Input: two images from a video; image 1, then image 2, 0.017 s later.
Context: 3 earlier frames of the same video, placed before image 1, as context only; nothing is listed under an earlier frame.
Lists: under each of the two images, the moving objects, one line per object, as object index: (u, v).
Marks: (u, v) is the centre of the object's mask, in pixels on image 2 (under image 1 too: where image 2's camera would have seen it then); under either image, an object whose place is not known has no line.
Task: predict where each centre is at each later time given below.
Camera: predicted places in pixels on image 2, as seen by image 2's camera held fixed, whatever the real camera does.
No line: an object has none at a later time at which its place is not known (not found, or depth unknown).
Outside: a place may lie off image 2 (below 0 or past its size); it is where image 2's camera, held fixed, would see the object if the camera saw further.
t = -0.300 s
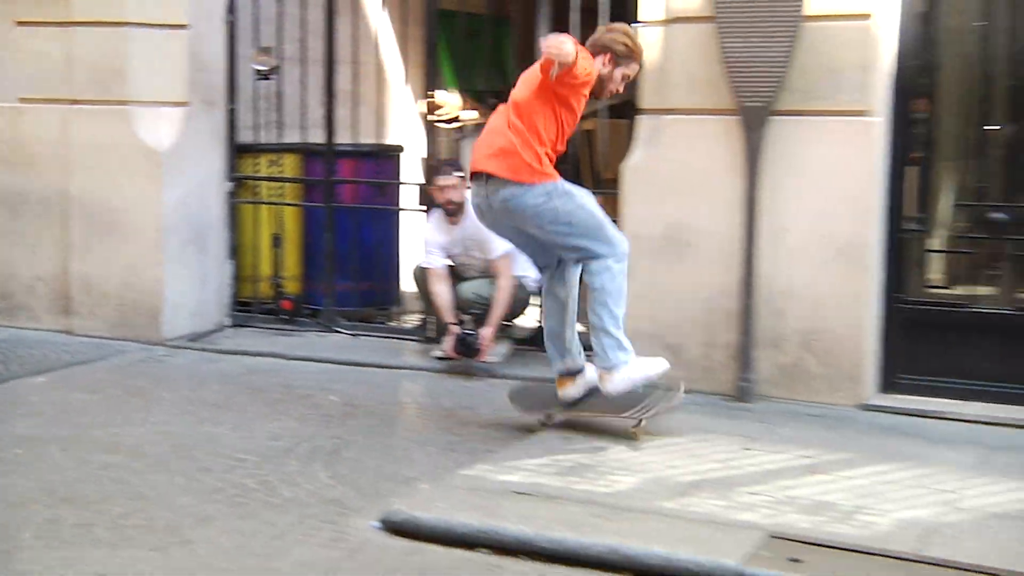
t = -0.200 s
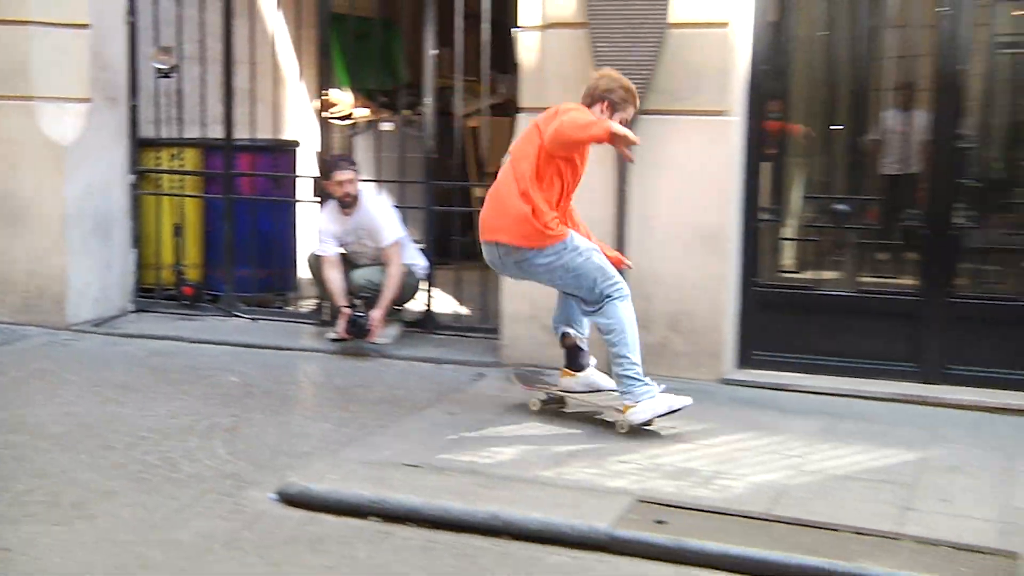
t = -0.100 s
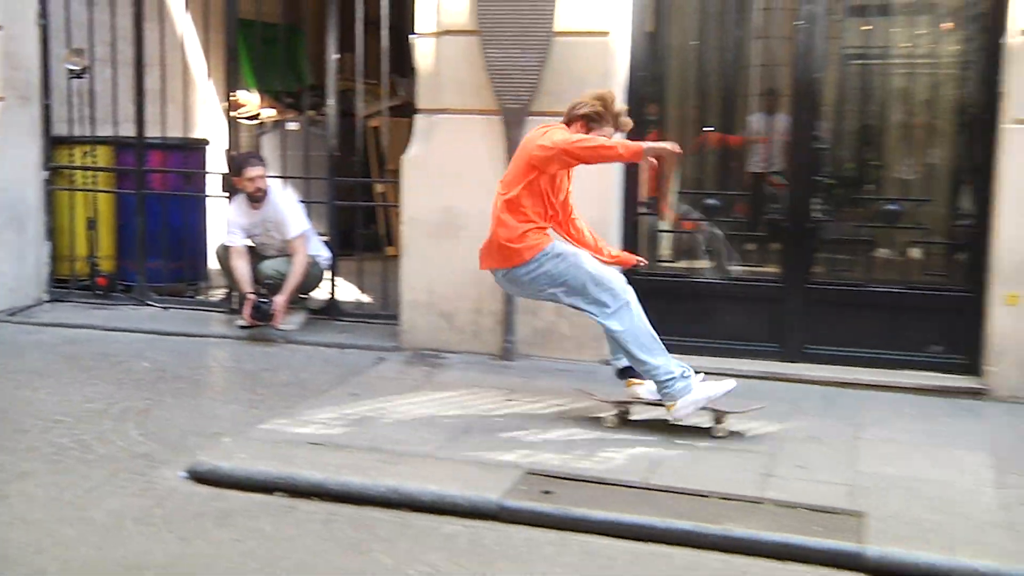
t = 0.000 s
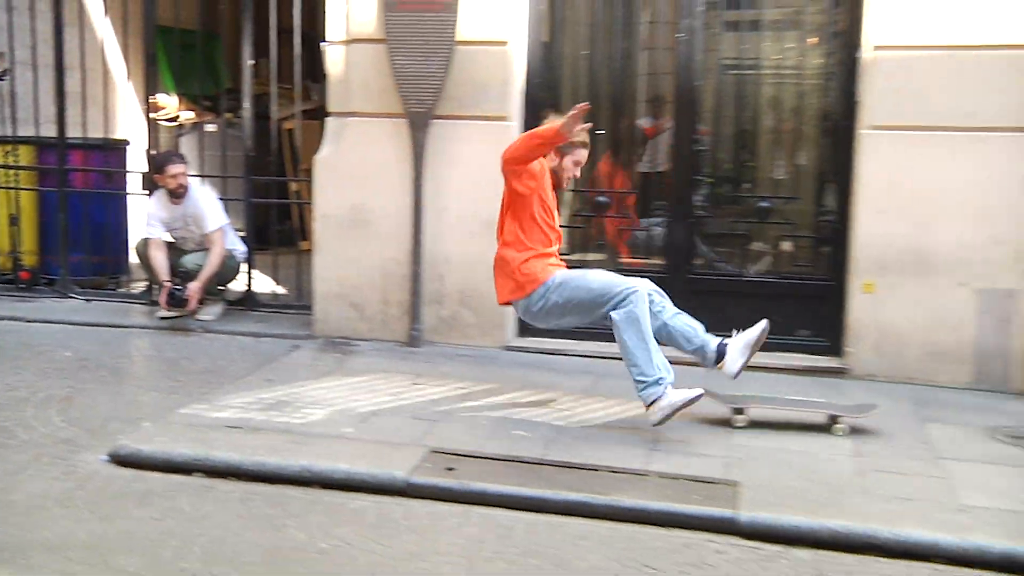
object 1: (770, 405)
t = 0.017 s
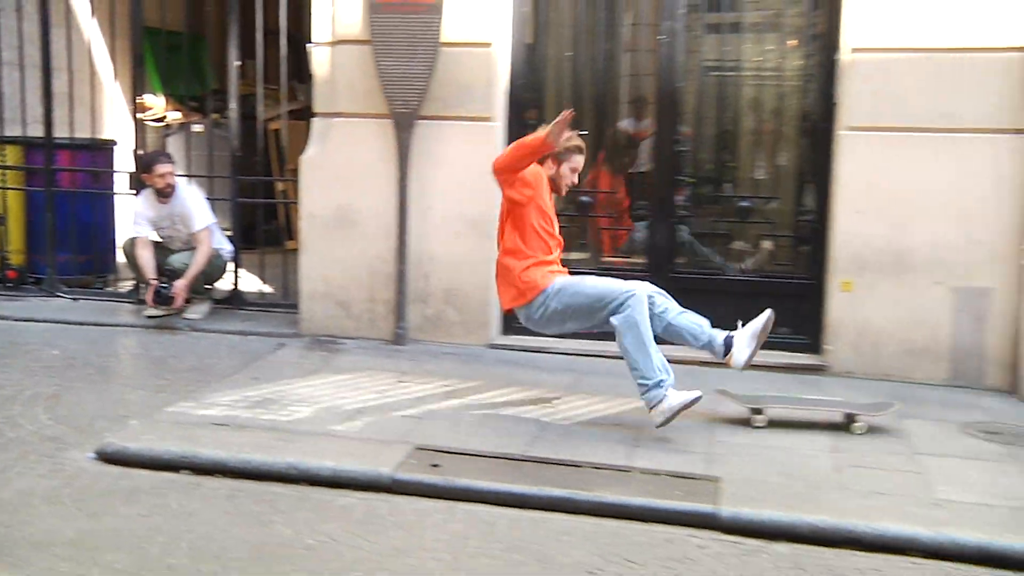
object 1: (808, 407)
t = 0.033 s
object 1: (845, 410)
